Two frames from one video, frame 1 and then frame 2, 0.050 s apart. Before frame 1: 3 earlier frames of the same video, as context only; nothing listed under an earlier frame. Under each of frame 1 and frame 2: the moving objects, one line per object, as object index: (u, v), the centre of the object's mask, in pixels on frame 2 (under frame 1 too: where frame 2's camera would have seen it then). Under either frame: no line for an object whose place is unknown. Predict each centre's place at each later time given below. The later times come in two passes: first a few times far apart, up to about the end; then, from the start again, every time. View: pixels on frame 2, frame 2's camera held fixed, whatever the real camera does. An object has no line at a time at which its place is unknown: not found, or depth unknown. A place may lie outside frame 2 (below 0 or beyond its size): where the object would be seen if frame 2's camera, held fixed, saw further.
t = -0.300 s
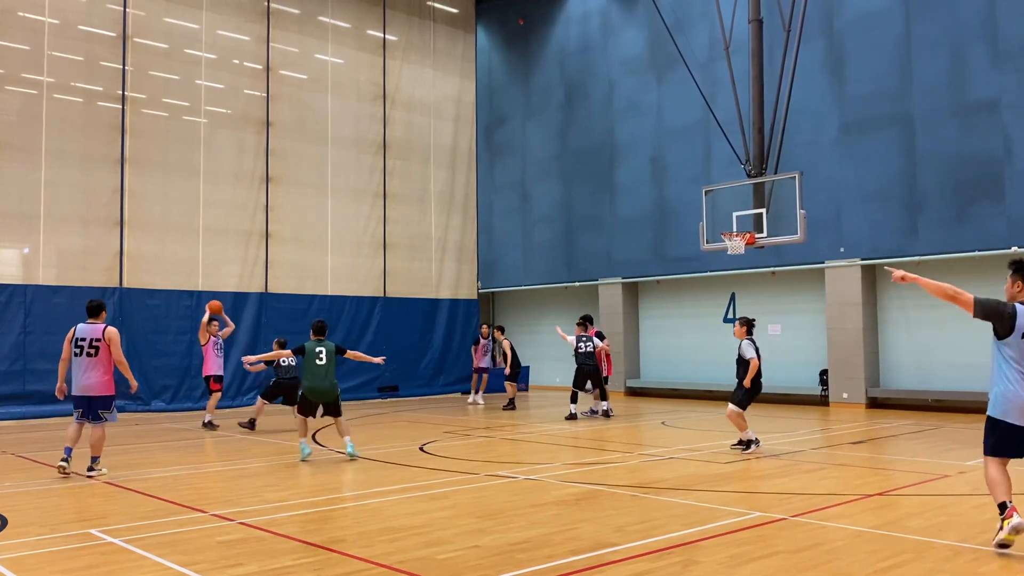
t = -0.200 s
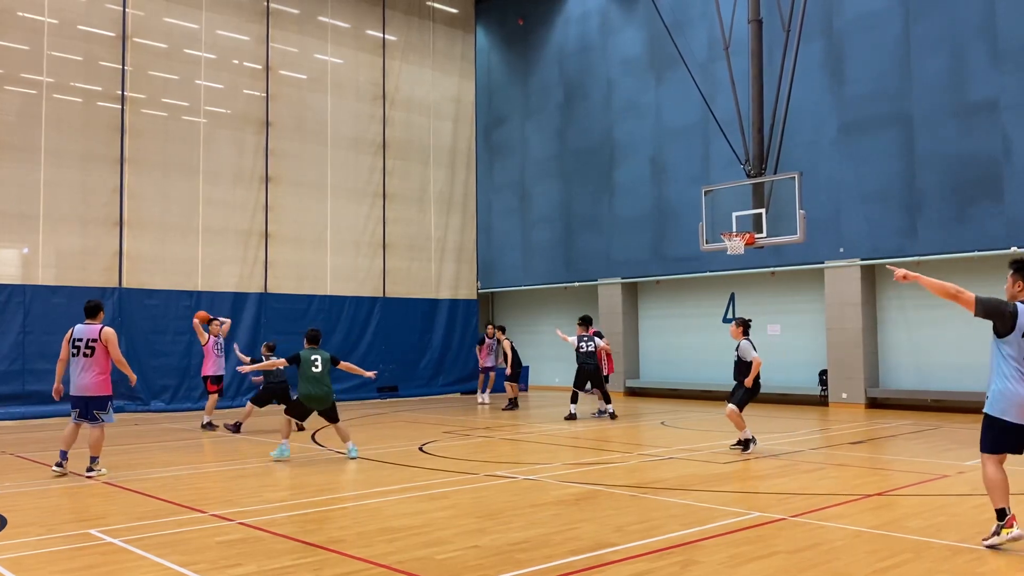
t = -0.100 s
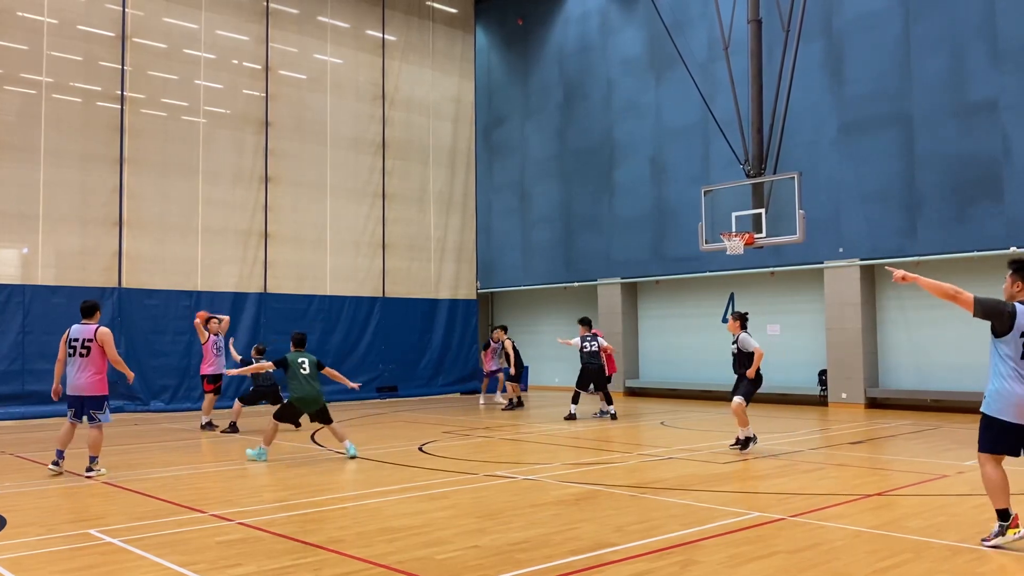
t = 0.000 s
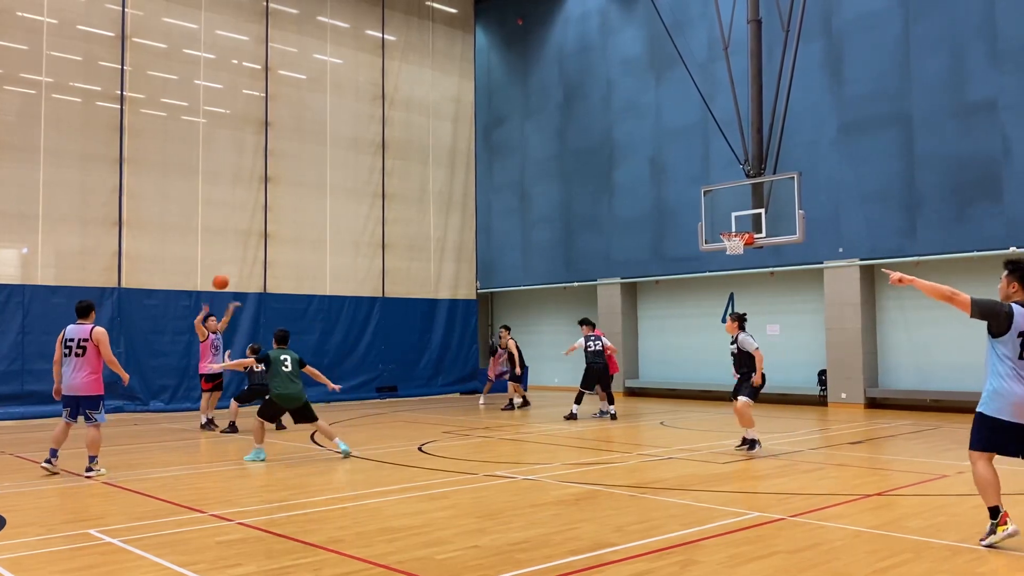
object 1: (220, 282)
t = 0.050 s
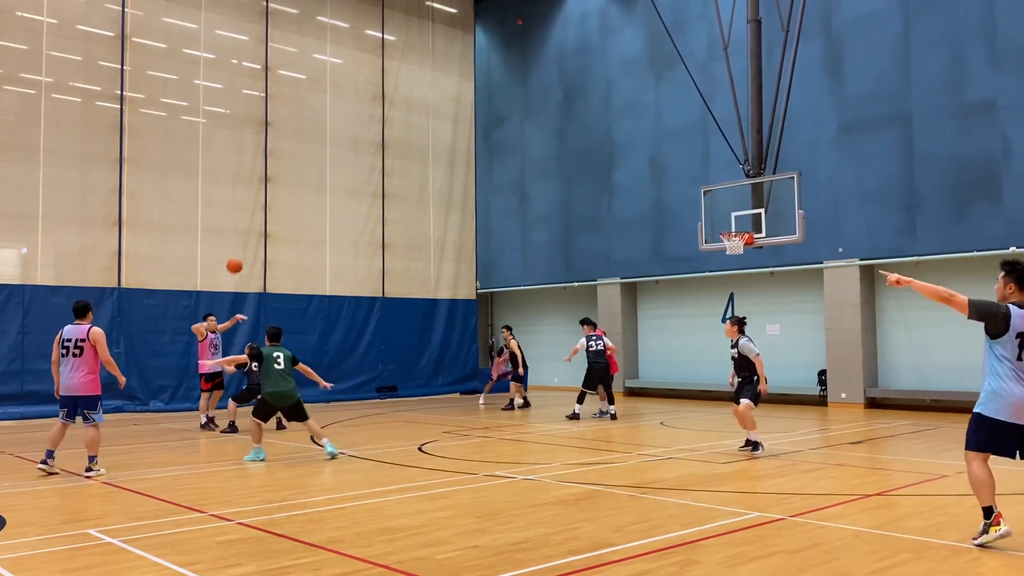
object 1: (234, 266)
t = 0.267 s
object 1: (305, 206)
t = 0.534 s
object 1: (421, 171)
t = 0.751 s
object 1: (555, 184)
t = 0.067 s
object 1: (239, 260)
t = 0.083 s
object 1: (245, 255)
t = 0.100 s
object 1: (250, 250)
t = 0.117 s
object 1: (255, 245)
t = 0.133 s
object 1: (260, 240)
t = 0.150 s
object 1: (266, 235)
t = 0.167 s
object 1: (271, 231)
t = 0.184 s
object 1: (277, 227)
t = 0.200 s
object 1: (282, 223)
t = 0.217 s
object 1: (288, 218)
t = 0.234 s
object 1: (293, 214)
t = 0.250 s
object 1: (300, 210)
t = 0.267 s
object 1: (305, 206)
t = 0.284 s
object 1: (311, 203)
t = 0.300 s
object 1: (318, 199)
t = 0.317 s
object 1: (324, 196)
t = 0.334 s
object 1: (331, 193)
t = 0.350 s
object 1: (338, 190)
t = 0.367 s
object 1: (344, 187)
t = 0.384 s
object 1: (351, 185)
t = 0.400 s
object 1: (358, 183)
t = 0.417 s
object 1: (365, 181)
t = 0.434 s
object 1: (372, 179)
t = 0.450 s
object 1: (380, 177)
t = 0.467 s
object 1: (388, 175)
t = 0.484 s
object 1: (396, 173)
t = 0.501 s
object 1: (404, 173)
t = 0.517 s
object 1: (412, 171)
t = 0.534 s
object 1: (421, 171)
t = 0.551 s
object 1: (430, 170)
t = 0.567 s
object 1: (439, 170)
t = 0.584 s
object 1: (448, 170)
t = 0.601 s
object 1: (458, 170)
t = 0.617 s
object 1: (467, 170)
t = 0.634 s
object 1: (478, 171)
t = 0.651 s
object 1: (488, 172)
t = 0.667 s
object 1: (498, 173)
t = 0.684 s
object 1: (509, 174)
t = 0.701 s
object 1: (520, 176)
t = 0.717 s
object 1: (531, 178)
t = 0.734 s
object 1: (543, 181)
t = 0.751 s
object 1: (555, 184)
